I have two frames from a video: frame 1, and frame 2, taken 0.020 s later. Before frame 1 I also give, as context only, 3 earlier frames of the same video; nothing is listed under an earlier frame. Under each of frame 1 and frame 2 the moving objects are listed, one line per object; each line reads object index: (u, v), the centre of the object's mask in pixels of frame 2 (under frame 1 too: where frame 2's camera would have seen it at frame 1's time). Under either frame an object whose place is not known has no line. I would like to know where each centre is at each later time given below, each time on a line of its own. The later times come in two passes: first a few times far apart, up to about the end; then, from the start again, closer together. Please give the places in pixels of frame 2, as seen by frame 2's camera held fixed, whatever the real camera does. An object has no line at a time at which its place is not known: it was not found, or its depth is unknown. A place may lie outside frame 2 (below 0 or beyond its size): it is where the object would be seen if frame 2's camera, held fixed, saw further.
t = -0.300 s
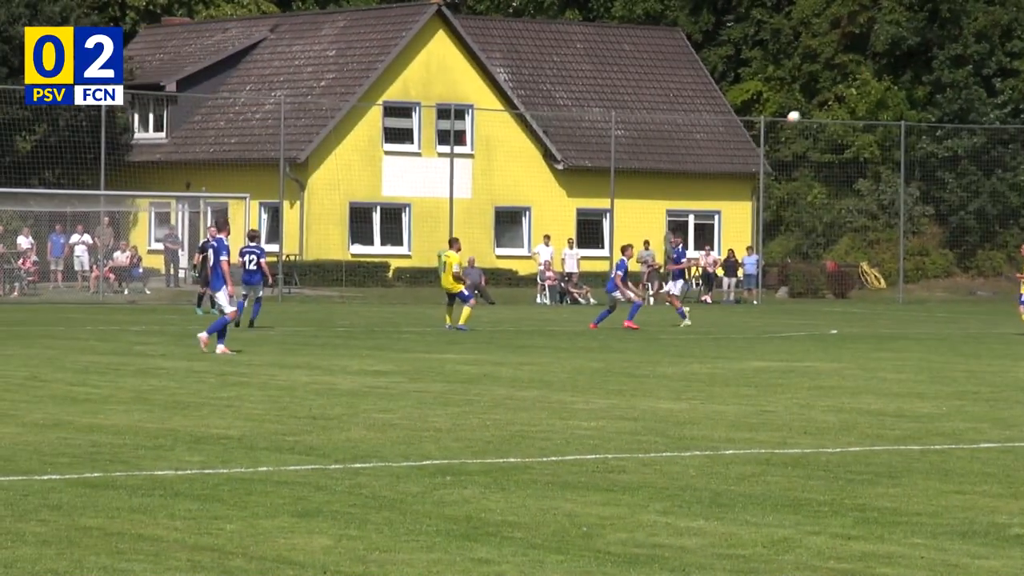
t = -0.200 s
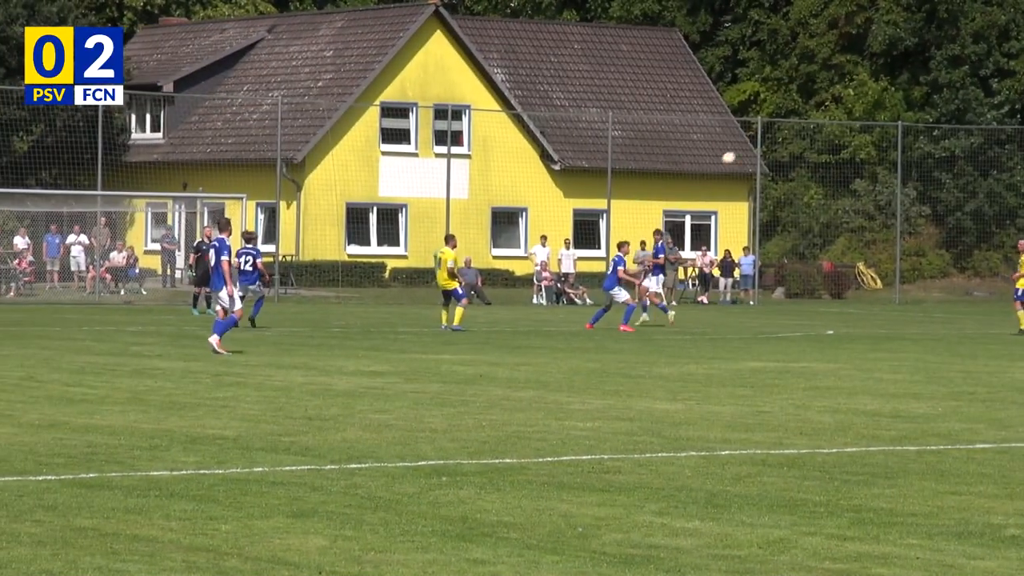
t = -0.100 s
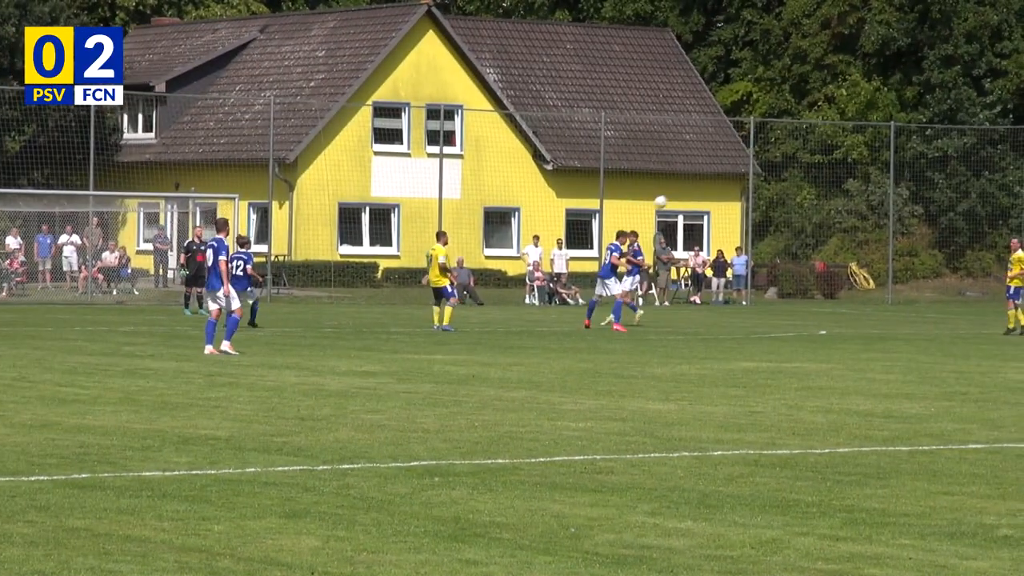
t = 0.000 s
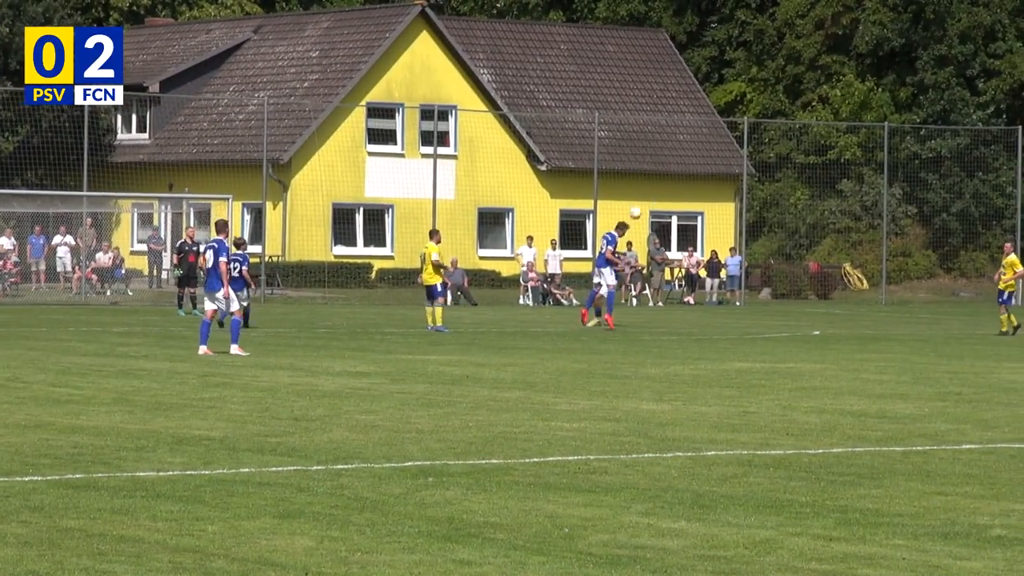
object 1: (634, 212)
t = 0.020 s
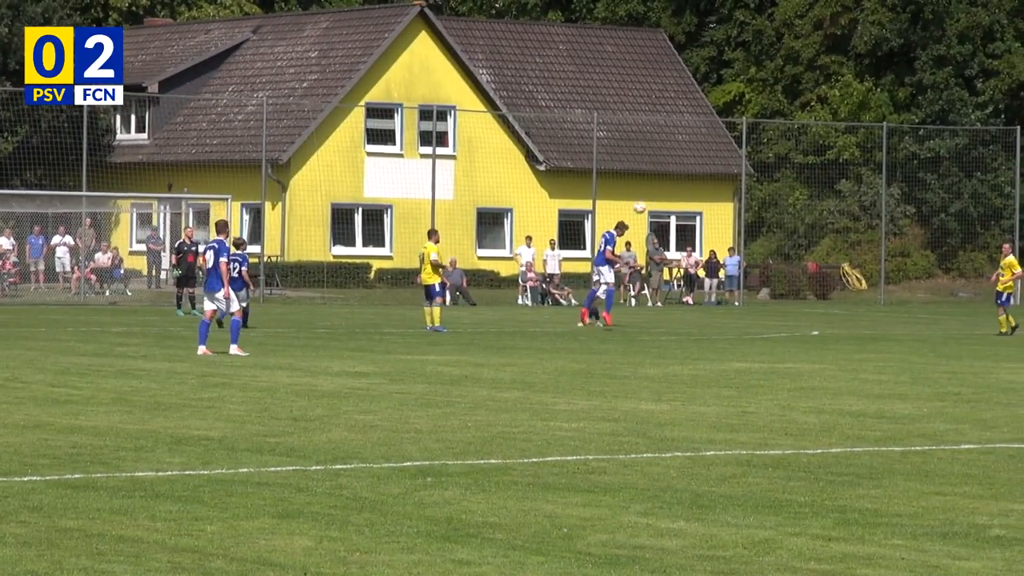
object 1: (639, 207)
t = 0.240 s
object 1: (702, 157)
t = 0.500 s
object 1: (779, 137)
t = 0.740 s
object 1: (850, 155)
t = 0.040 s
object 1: (645, 201)
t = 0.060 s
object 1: (651, 195)
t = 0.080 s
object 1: (656, 190)
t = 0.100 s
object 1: (662, 185)
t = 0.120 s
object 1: (668, 180)
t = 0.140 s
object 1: (674, 175)
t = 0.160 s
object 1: (679, 172)
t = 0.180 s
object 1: (685, 168)
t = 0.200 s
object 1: (691, 164)
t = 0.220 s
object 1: (696, 161)
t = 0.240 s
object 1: (702, 157)
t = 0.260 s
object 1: (708, 154)
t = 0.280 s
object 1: (714, 151)
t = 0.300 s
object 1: (720, 149)
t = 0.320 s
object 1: (726, 147)
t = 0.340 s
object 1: (732, 145)
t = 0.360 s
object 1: (738, 143)
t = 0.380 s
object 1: (743, 142)
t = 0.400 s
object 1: (750, 140)
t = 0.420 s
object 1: (755, 139)
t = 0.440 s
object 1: (761, 138)
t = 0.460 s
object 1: (767, 137)
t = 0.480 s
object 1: (773, 137)
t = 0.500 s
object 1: (779, 137)
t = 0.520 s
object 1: (785, 137)
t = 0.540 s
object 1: (791, 137)
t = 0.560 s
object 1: (796, 138)
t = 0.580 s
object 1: (803, 138)
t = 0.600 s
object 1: (809, 139)
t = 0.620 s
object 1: (814, 141)
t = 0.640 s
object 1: (820, 142)
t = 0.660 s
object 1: (826, 144)
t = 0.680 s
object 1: (832, 146)
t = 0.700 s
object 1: (838, 149)
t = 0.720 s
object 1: (844, 152)
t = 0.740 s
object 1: (850, 155)
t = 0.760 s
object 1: (856, 158)
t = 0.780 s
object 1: (863, 162)
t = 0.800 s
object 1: (868, 166)
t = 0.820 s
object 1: (875, 171)
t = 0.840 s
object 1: (881, 175)
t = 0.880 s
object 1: (893, 185)
